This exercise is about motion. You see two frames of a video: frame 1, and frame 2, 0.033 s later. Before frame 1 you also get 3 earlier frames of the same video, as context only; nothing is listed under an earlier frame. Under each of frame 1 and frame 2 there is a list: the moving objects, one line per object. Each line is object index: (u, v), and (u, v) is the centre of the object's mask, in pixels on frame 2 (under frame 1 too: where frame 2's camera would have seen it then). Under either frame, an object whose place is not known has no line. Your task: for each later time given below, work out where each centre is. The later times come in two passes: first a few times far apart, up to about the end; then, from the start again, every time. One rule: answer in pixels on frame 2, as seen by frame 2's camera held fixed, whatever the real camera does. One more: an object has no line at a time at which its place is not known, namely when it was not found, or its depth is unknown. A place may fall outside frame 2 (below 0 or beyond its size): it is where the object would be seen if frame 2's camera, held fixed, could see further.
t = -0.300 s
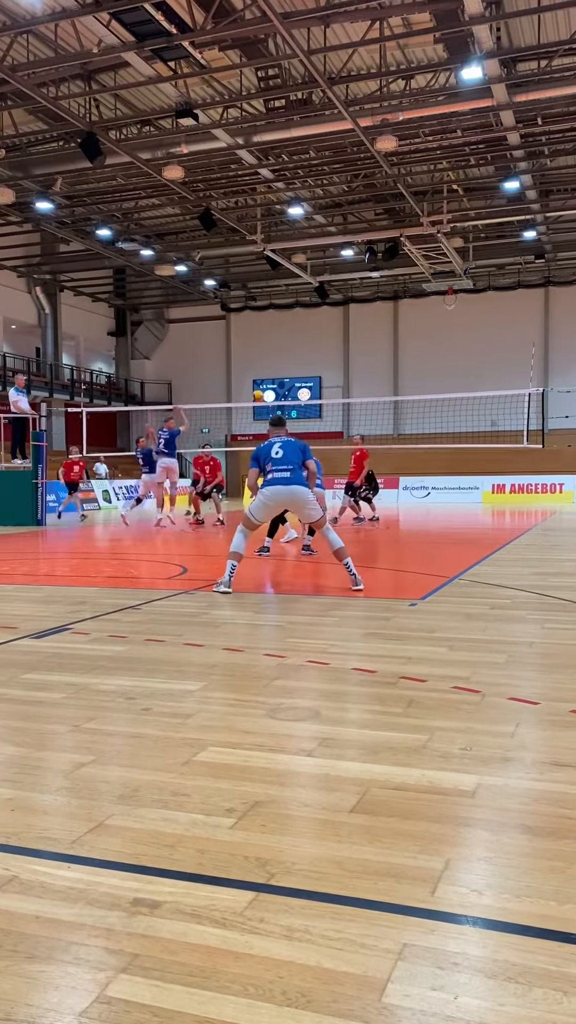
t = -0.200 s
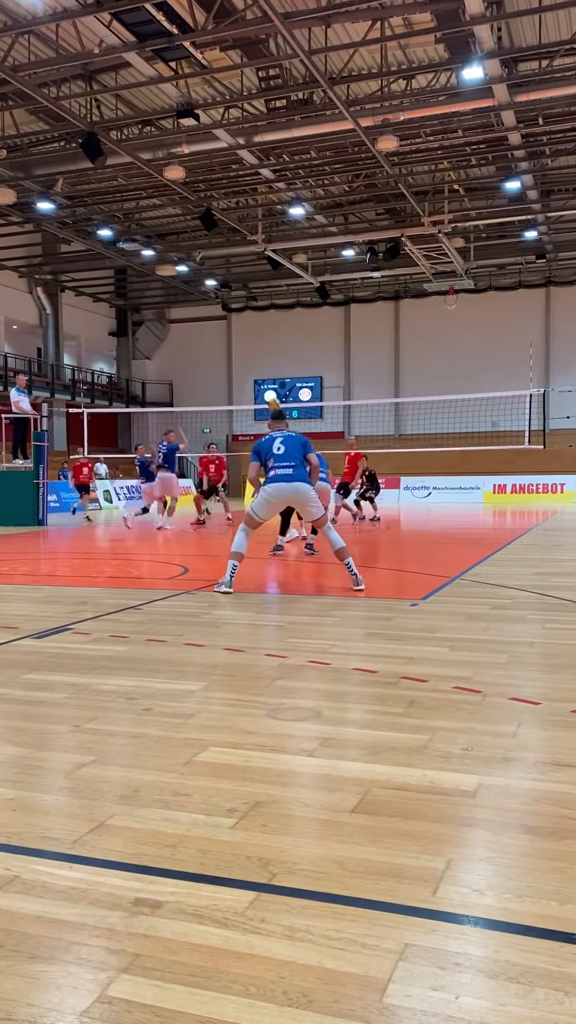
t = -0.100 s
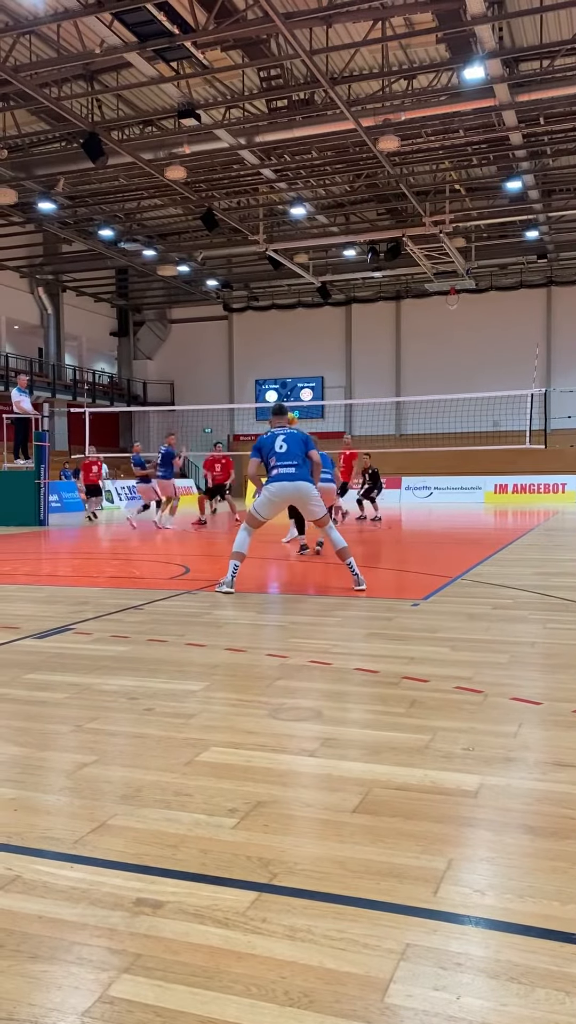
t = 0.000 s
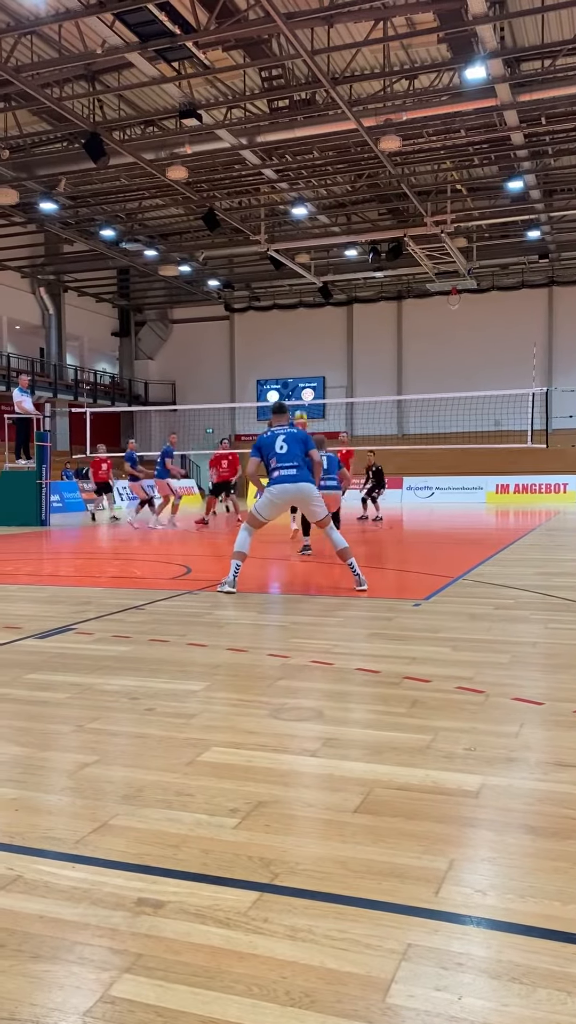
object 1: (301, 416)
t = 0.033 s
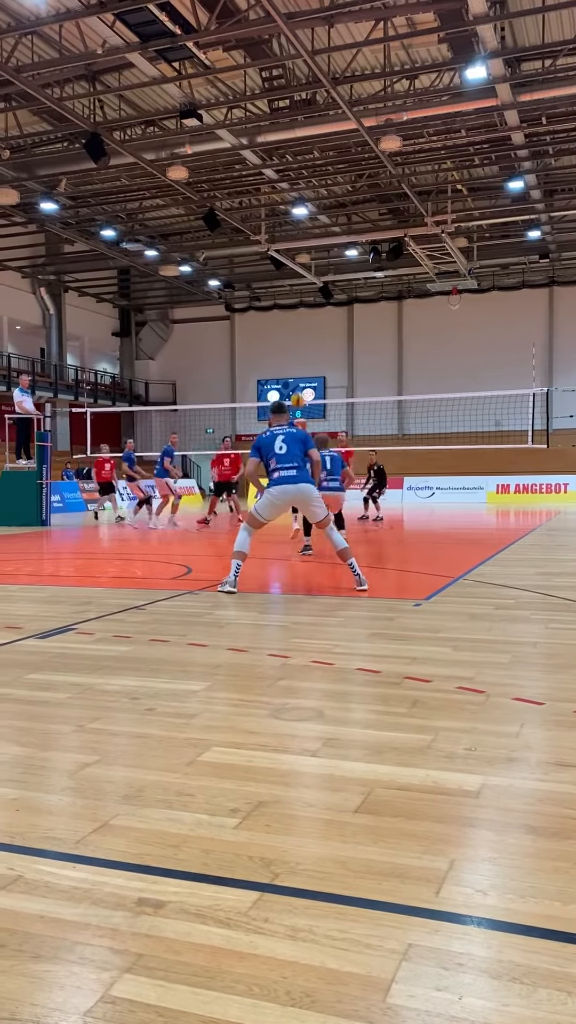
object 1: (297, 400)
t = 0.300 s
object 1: (271, 279)
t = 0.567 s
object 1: (245, 207)
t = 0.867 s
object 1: (218, 181)
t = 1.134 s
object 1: (194, 208)
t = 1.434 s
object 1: (170, 293)
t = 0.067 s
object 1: (294, 382)
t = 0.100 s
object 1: (290, 365)
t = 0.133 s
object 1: (287, 349)
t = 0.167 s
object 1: (284, 333)
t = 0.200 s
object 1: (281, 318)
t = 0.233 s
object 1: (277, 304)
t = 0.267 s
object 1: (274, 291)
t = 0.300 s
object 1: (271, 279)
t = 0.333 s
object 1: (267, 267)
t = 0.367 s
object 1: (264, 256)
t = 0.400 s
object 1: (261, 246)
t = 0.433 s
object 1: (258, 237)
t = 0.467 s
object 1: (255, 228)
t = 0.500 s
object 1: (252, 221)
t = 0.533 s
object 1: (248, 213)
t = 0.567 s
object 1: (245, 207)
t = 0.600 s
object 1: (242, 201)
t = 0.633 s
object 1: (239, 196)
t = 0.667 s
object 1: (236, 192)
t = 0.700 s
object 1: (233, 189)
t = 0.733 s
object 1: (230, 186)
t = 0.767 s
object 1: (227, 184)
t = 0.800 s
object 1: (224, 182)
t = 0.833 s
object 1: (221, 181)
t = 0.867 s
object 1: (218, 181)
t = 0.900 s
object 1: (215, 182)
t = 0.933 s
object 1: (212, 184)
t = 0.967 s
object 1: (209, 186)
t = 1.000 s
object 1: (206, 189)
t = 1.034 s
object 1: (203, 192)
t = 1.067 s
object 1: (200, 197)
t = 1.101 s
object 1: (197, 203)
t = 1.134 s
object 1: (194, 208)
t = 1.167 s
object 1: (192, 214)
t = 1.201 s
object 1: (189, 222)
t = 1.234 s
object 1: (185, 230)
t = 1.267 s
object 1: (183, 239)
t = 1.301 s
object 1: (180, 248)
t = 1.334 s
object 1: (178, 258)
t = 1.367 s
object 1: (174, 270)
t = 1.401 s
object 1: (173, 281)
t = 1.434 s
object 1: (170, 293)
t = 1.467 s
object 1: (167, 306)
